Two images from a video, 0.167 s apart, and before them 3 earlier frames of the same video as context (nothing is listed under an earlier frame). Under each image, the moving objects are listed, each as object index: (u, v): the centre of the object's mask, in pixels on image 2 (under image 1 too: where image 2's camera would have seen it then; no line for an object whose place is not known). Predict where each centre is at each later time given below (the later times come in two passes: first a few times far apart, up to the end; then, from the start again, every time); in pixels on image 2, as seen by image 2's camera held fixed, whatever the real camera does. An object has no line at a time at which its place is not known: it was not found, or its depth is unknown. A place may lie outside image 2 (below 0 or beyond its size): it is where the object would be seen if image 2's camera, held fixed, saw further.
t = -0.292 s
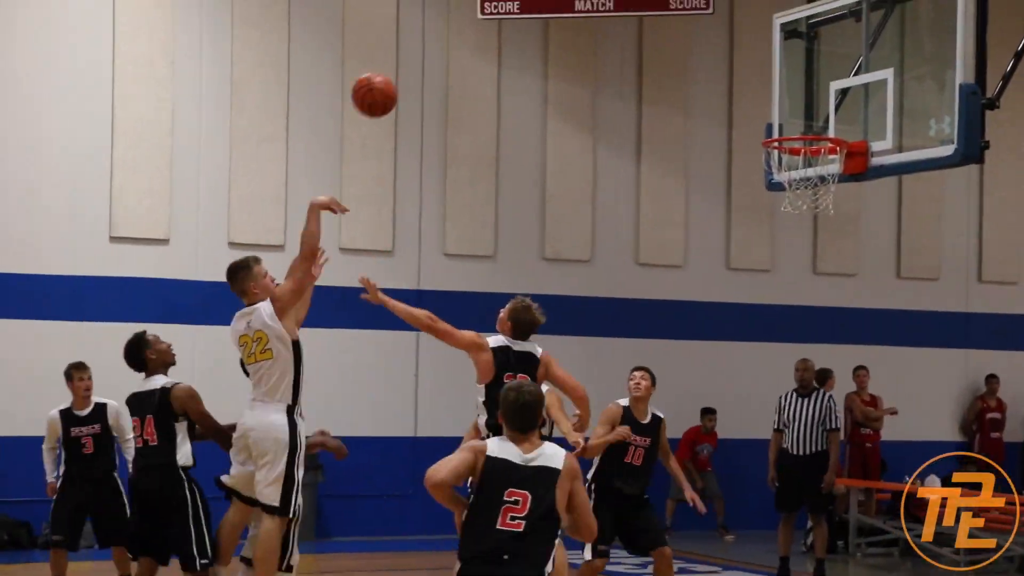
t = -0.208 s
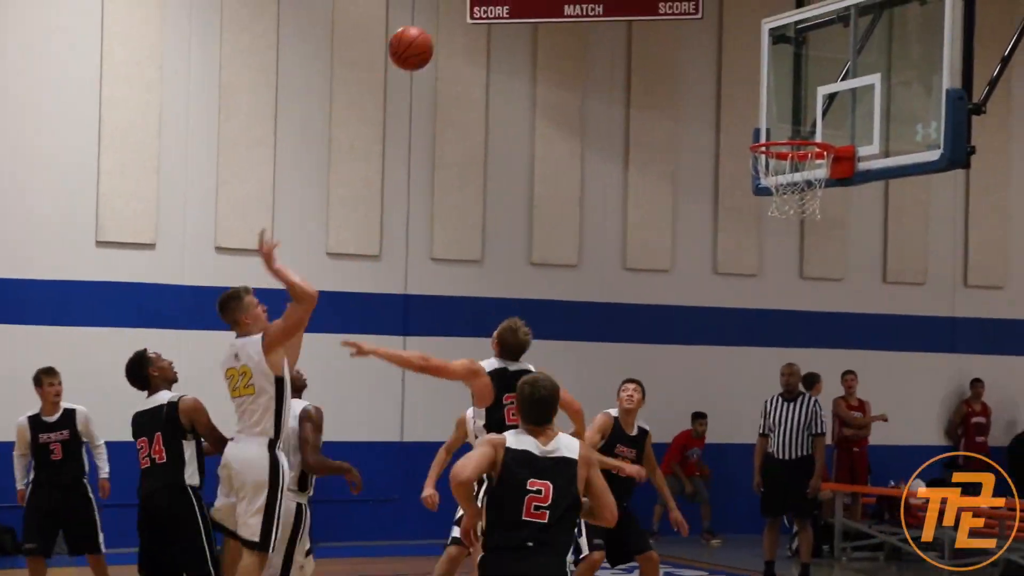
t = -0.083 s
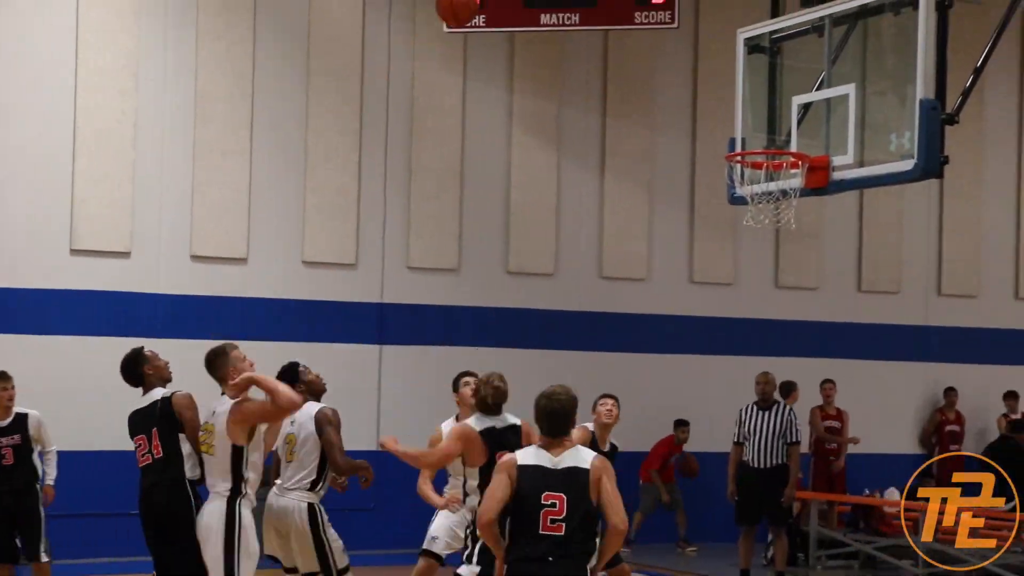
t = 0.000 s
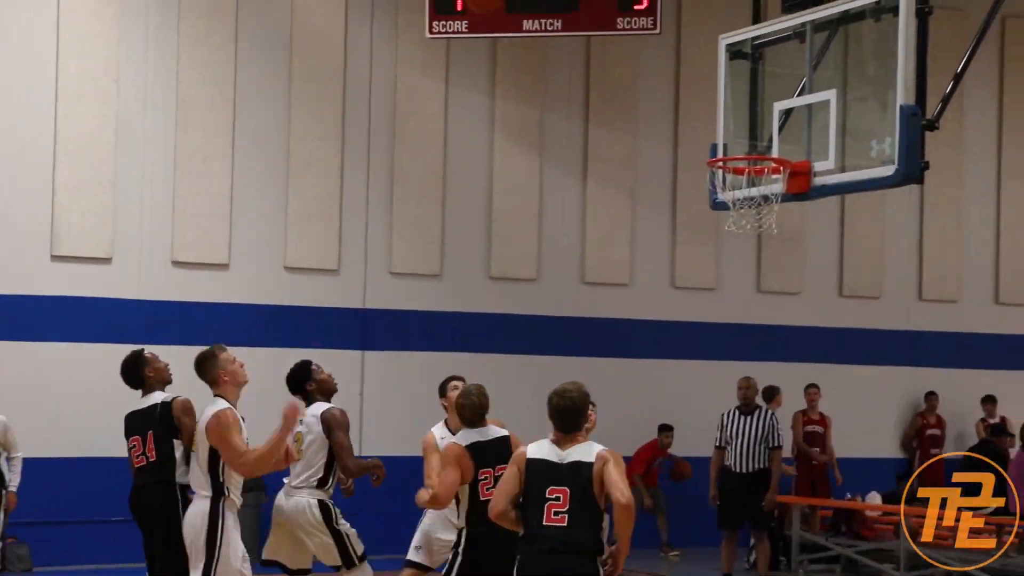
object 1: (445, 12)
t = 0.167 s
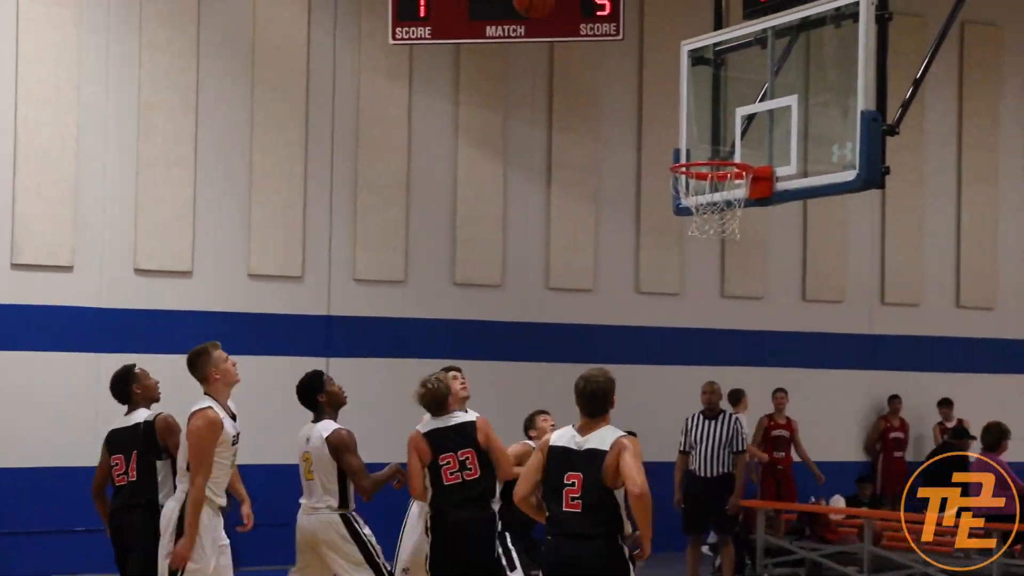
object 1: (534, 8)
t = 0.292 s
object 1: (596, 26)
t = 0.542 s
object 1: (713, 165)
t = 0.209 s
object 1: (554, 9)
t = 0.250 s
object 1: (575, 14)
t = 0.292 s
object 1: (596, 26)
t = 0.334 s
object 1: (617, 42)
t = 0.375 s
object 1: (636, 60)
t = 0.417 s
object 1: (656, 82)
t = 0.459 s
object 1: (676, 106)
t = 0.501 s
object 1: (695, 134)
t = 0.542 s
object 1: (713, 165)
